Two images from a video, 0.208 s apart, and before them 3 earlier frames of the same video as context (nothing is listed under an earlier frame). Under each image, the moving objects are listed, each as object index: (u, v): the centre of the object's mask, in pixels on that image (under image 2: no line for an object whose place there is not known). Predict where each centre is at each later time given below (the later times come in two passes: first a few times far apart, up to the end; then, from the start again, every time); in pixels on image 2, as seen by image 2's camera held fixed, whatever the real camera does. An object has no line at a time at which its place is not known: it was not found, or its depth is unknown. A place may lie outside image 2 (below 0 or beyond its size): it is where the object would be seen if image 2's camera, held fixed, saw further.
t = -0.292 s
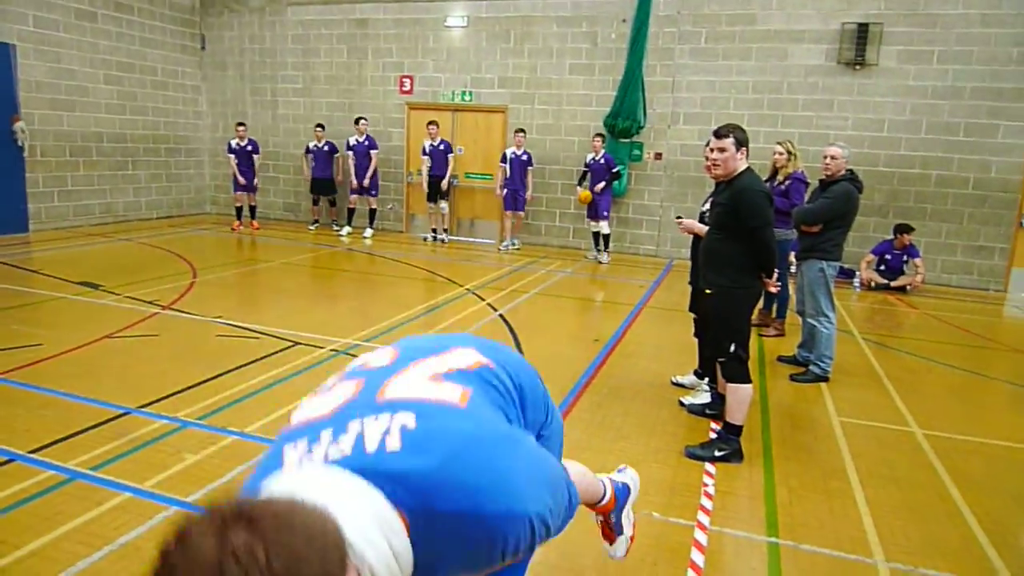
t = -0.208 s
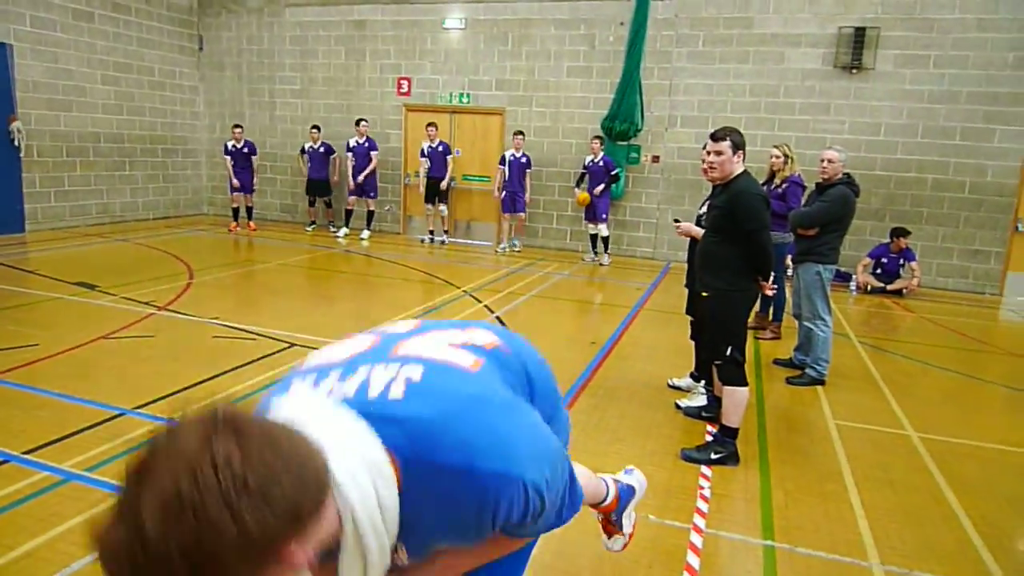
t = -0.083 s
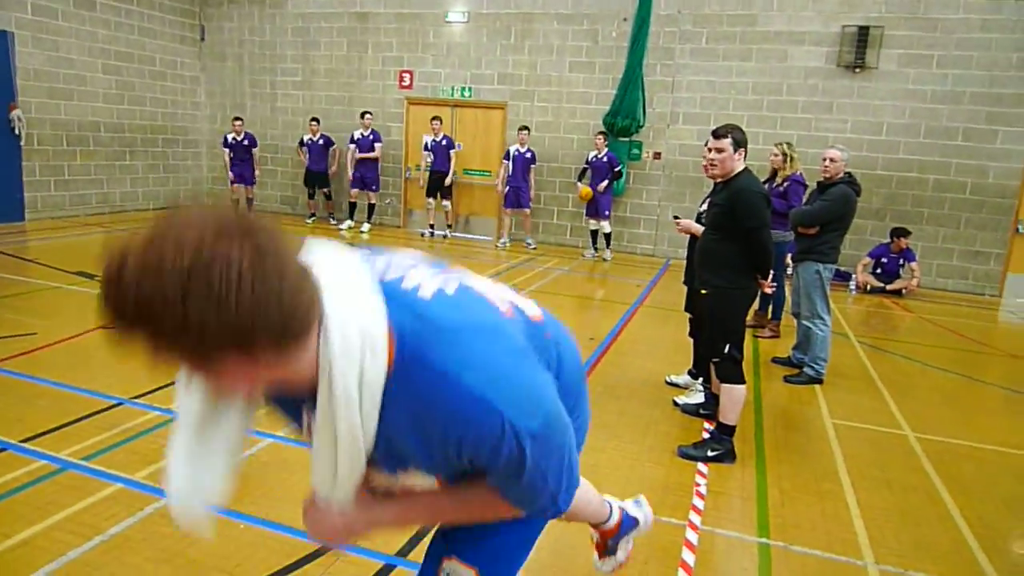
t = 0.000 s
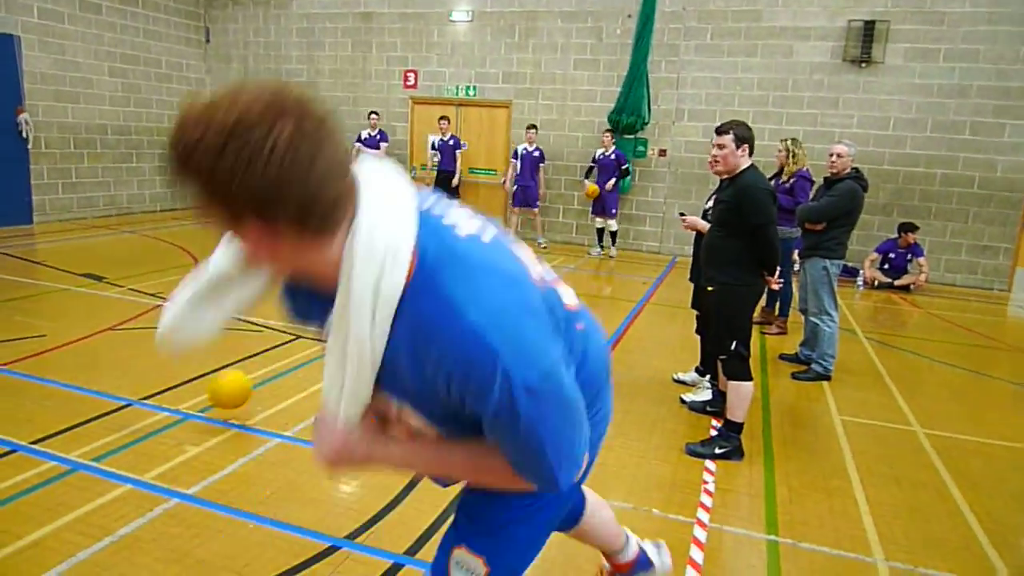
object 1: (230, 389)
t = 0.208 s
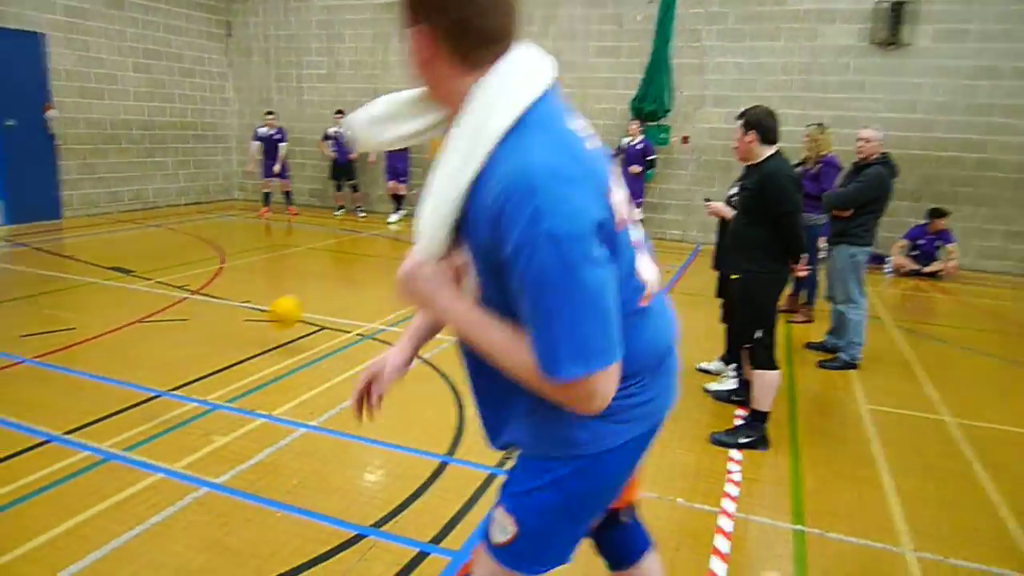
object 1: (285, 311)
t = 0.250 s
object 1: (291, 301)
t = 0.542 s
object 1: (318, 275)
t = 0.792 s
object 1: (333, 255)
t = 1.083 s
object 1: (346, 234)
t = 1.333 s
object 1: (354, 225)
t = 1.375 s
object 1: (354, 224)
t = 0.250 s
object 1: (291, 301)
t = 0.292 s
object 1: (295, 294)
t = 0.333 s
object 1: (299, 291)
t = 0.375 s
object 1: (303, 290)
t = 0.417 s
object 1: (307, 290)
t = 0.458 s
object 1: (311, 294)
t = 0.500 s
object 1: (314, 289)
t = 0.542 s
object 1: (318, 275)
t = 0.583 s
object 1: (320, 267)
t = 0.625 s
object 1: (324, 261)
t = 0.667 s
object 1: (326, 257)
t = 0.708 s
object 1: (328, 254)
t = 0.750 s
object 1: (331, 254)
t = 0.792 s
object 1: (333, 255)
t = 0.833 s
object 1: (336, 259)
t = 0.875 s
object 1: (338, 259)
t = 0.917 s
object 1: (341, 249)
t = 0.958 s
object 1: (341, 243)
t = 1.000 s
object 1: (343, 239)
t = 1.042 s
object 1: (345, 236)
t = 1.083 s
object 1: (346, 234)
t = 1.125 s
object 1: (347, 235)
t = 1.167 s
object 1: (349, 237)
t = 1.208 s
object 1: (351, 239)
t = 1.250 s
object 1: (353, 236)
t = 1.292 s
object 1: (354, 231)
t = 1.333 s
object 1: (354, 225)
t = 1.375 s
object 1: (354, 224)
